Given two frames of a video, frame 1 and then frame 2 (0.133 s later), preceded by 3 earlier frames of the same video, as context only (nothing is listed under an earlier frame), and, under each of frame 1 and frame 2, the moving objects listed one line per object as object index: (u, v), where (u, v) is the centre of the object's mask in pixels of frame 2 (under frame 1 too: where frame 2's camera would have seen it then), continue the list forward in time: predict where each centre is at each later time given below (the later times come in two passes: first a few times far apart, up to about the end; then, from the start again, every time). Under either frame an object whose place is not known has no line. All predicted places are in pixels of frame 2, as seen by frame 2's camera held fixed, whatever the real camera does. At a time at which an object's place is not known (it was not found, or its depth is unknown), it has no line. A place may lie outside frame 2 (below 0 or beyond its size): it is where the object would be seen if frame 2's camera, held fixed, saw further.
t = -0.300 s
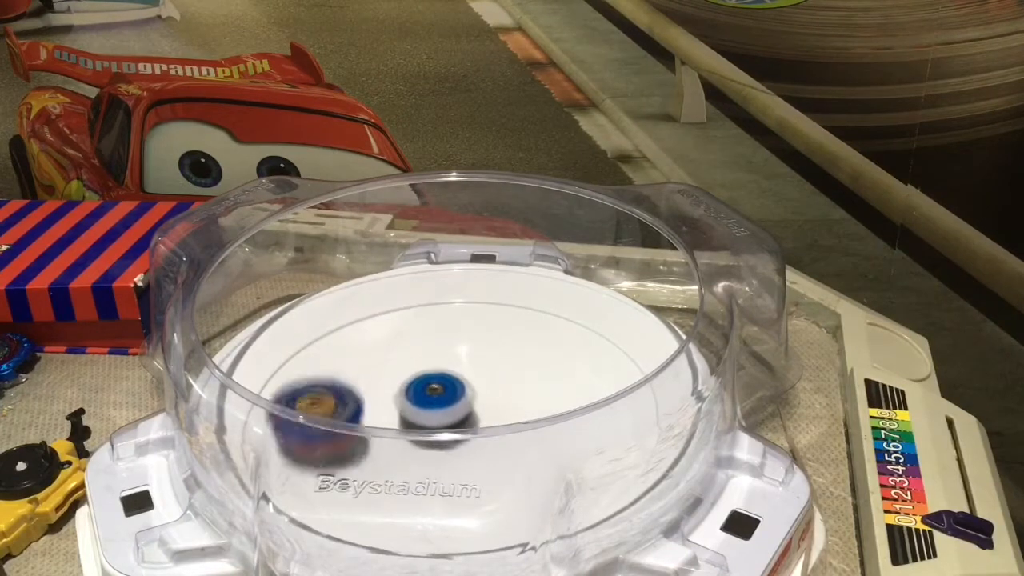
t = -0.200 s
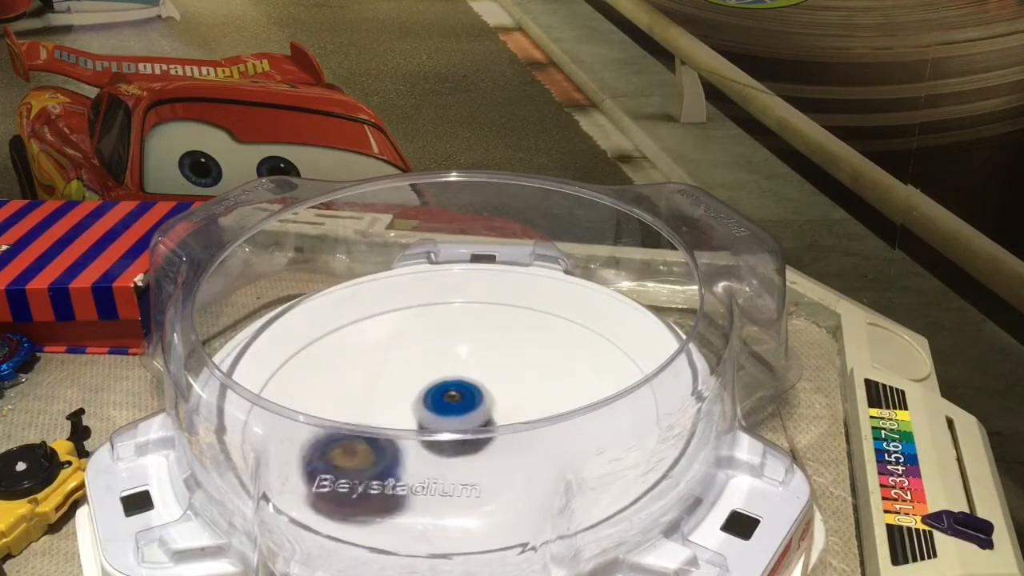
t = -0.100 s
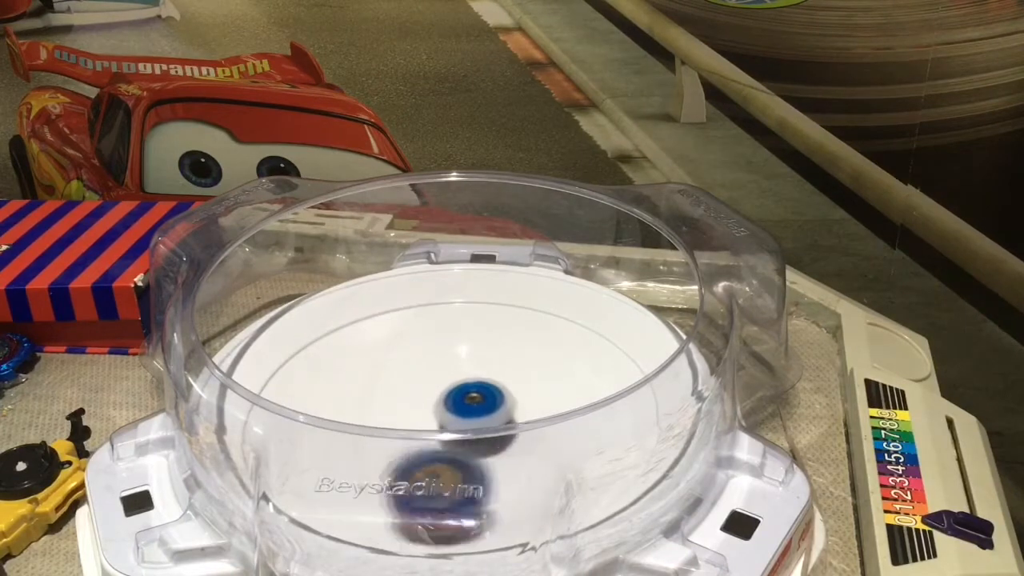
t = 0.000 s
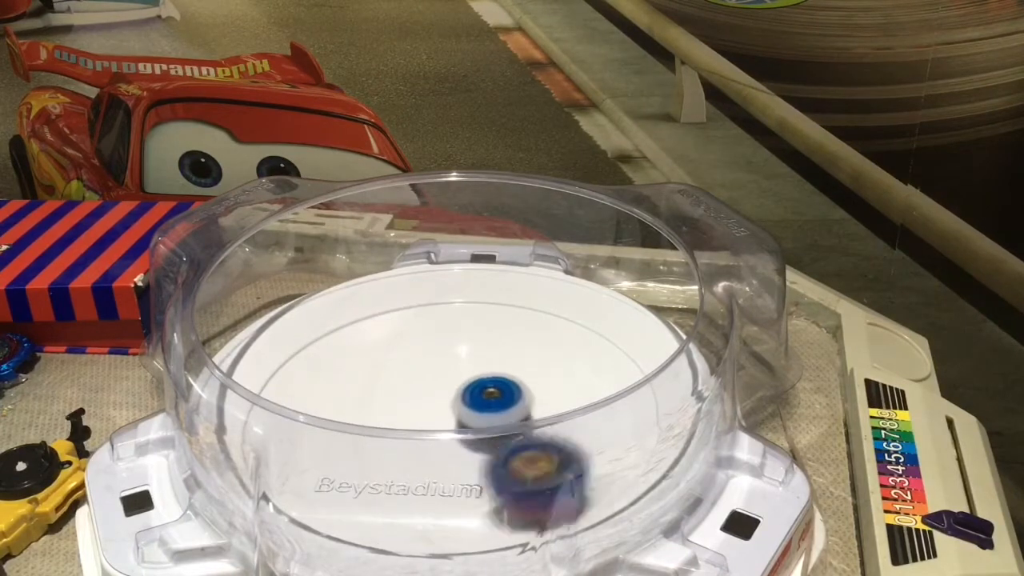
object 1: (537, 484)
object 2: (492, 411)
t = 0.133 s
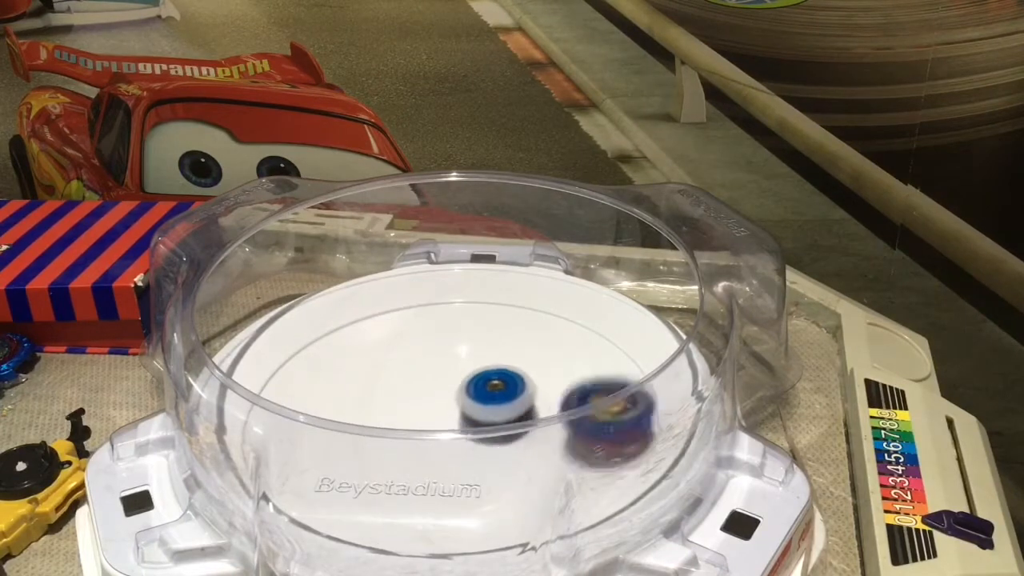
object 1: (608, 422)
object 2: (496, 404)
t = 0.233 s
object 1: (598, 364)
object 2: (487, 389)
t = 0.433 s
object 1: (476, 319)
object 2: (470, 400)
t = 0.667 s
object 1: (322, 377)
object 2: (469, 422)
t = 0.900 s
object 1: (382, 489)
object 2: (482, 425)
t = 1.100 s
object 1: (563, 465)
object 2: (480, 421)
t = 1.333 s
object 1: (575, 353)
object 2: (465, 423)
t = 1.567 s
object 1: (425, 324)
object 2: (459, 424)
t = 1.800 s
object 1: (318, 409)
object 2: (450, 424)
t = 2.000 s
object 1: (412, 488)
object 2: (455, 417)
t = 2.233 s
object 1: (588, 440)
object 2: (445, 418)
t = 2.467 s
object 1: (557, 344)
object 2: (457, 414)
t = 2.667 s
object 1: (422, 331)
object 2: (457, 414)
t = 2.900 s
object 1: (389, 484)
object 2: (463, 410)
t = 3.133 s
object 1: (557, 356)
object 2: (465, 414)
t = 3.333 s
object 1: (333, 381)
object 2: (465, 418)
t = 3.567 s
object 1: (567, 453)
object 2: (464, 419)
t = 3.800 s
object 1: (423, 336)
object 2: (462, 418)
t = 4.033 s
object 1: (446, 483)
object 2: (462, 407)
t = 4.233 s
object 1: (551, 363)
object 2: (461, 412)
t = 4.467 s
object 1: (349, 397)
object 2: (464, 415)
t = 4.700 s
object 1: (553, 432)
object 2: (467, 418)
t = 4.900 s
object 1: (449, 346)
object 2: (463, 420)
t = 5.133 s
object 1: (421, 473)
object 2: (466, 412)
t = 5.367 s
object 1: (543, 418)
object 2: (458, 414)
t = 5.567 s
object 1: (524, 372)
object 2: (450, 411)
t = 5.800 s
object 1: (461, 354)
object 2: (438, 418)
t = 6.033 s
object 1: (433, 364)
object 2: (442, 423)
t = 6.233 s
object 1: (440, 377)
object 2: (454, 434)
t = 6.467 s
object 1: (476, 377)
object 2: (458, 465)
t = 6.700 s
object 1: (488, 385)
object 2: (464, 472)
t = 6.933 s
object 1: (497, 389)
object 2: (454, 465)
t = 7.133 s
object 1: (494, 391)
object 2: (422, 440)
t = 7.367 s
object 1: (494, 392)
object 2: (409, 421)
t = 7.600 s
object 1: (498, 397)
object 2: (414, 395)
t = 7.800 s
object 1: (497, 413)
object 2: (433, 376)
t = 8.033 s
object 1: (484, 429)
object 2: (466, 375)
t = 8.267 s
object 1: (451, 431)
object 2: (490, 381)
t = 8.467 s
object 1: (420, 431)
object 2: (494, 394)
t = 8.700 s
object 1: (401, 423)
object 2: (491, 423)
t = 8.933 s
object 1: (397, 396)
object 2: (478, 432)
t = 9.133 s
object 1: (411, 380)
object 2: (467, 432)
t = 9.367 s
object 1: (448, 358)
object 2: (452, 425)
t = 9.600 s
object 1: (490, 367)
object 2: (446, 425)
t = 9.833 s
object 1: (529, 385)
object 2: (440, 424)
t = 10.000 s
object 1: (537, 413)
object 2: (446, 422)
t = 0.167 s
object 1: (611, 405)
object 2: (494, 402)
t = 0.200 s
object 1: (607, 388)
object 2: (491, 400)
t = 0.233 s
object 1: (598, 364)
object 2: (487, 389)
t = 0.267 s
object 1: (585, 358)
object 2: (483, 395)
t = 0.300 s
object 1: (568, 347)
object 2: (479, 395)
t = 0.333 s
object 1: (549, 335)
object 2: (475, 389)
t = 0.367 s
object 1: (526, 326)
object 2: (473, 397)
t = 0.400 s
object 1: (501, 321)
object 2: (471, 392)
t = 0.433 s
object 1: (476, 319)
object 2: (470, 400)
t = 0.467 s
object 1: (450, 321)
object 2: (468, 399)
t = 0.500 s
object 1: (424, 324)
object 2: (468, 410)
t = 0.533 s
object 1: (398, 331)
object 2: (466, 414)
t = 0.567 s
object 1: (375, 339)
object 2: (466, 416)
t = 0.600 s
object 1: (354, 349)
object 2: (466, 418)
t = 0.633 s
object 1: (336, 362)
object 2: (467, 420)
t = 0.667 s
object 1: (322, 377)
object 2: (469, 422)
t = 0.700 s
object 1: (313, 386)
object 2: (472, 423)
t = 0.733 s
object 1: (309, 414)
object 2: (475, 424)
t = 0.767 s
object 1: (312, 433)
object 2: (477, 425)
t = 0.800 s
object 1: (319, 452)
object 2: (479, 426)
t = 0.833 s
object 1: (334, 467)
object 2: (480, 426)
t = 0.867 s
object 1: (356, 479)
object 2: (482, 425)
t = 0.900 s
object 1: (382, 489)
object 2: (482, 425)
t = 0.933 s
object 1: (410, 495)
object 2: (482, 425)
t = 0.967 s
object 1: (445, 495)
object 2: (483, 421)
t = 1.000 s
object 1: (477, 495)
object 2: (482, 419)
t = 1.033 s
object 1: (509, 487)
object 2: (479, 418)
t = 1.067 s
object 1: (539, 477)
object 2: (478, 419)
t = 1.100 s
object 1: (563, 465)
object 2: (480, 421)
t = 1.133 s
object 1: (582, 453)
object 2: (480, 422)
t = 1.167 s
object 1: (594, 431)
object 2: (479, 423)
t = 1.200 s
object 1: (602, 415)
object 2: (476, 423)
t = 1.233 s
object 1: (602, 396)
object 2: (474, 424)
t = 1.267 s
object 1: (598, 381)
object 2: (471, 424)
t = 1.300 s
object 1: (588, 364)
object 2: (468, 424)
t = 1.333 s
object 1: (575, 353)
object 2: (465, 423)
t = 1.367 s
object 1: (559, 342)
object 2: (463, 423)
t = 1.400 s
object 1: (541, 333)
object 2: (461, 423)
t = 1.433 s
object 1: (519, 326)
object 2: (460, 423)
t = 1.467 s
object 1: (497, 322)
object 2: (459, 423)
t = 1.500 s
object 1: (473, 320)
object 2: (460, 423)
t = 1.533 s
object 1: (449, 315)
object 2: (459, 424)
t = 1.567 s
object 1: (425, 324)
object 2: (459, 424)
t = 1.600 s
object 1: (402, 330)
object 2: (459, 425)
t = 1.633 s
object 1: (378, 333)
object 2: (458, 426)
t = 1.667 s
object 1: (359, 343)
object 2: (456, 426)
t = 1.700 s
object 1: (344, 361)
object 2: (455, 426)
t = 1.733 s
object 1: (329, 372)
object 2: (453, 426)
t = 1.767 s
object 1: (323, 386)
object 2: (451, 425)
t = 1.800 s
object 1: (318, 409)
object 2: (450, 424)
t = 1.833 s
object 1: (321, 426)
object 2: (450, 423)
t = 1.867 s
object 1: (329, 443)
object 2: (450, 422)
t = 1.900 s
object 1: (341, 467)
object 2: (451, 421)
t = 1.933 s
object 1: (360, 475)
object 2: (452, 420)
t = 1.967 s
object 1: (384, 482)
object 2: (453, 419)
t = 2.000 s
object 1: (412, 488)
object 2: (455, 417)
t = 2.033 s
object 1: (440, 492)
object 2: (454, 416)
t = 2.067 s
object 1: (471, 491)
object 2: (450, 417)
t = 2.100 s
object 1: (501, 485)
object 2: (447, 419)
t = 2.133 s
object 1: (528, 478)
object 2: (447, 421)
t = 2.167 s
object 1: (553, 469)
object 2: (445, 421)
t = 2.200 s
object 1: (574, 457)
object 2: (444, 419)
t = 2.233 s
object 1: (588, 440)
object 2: (445, 418)
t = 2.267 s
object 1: (598, 423)
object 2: (446, 417)
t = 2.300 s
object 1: (603, 408)
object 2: (448, 416)
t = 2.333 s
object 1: (601, 391)
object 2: (450, 415)
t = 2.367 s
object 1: (596, 377)
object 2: (452, 415)
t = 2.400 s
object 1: (588, 359)
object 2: (454, 415)
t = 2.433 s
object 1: (572, 353)
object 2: (455, 414)
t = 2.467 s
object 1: (557, 344)
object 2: (457, 414)
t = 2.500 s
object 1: (538, 333)
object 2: (457, 414)
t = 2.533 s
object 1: (517, 327)
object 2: (457, 414)
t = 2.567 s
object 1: (493, 329)
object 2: (457, 414)
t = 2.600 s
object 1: (470, 323)
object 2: (457, 414)
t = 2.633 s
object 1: (446, 325)
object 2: (457, 414)
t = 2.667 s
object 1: (422, 331)
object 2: (457, 414)
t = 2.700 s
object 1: (399, 337)
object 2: (458, 413)
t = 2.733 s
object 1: (379, 345)
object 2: (458, 412)
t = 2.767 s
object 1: (345, 370)
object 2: (459, 411)
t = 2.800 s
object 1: (327, 404)
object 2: (461, 410)
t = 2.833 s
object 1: (327, 437)
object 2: (462, 410)
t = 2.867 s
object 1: (348, 466)
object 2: (463, 410)
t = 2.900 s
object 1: (389, 484)
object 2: (463, 410)
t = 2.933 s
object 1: (441, 491)
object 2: (462, 402)
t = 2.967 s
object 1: (497, 484)
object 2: (463, 402)
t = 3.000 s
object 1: (546, 468)
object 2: (465, 409)
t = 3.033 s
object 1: (575, 440)
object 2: (467, 411)
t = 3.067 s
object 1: (587, 409)
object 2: (466, 413)
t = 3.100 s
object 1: (580, 372)
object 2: (466, 414)
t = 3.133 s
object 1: (557, 356)
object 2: (465, 414)
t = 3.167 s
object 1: (523, 334)
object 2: (465, 414)
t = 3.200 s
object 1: (482, 327)
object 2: (466, 415)
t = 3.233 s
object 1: (437, 328)
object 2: (467, 416)
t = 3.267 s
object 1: (392, 338)
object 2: (466, 417)
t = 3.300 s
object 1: (357, 355)
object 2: (465, 418)
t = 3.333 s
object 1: (333, 381)
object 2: (465, 418)
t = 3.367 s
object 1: (328, 416)
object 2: (464, 419)
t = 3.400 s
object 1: (342, 447)
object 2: (464, 419)
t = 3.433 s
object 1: (374, 475)
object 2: (464, 419)
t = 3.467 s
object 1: (422, 485)
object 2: (466, 417)
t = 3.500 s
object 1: (476, 482)
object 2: (464, 412)
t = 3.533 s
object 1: (529, 471)
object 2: (463, 418)
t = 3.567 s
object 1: (567, 453)
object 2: (464, 419)
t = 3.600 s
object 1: (585, 419)
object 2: (464, 419)
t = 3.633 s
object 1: (586, 390)
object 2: (464, 419)
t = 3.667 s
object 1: (571, 365)
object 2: (463, 419)
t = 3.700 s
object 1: (544, 340)
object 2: (463, 418)
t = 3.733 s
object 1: (507, 330)
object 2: (462, 418)
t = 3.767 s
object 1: (465, 329)
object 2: (462, 418)
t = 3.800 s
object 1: (423, 336)
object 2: (462, 418)
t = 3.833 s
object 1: (385, 352)
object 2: (462, 417)
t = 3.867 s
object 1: (356, 374)
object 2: (461, 416)
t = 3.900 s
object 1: (342, 394)
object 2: (462, 416)
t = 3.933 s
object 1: (344, 434)
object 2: (462, 415)
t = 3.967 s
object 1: (364, 468)
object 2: (461, 415)
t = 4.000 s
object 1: (400, 478)
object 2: (462, 413)
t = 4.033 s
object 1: (446, 483)
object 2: (462, 407)
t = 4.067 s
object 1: (494, 479)
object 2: (460, 404)
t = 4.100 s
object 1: (538, 466)
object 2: (460, 412)
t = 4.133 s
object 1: (564, 439)
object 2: (461, 412)
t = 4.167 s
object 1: (572, 410)
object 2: (461, 412)
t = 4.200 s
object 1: (569, 388)
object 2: (461, 412)
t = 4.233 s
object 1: (551, 363)
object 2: (461, 412)
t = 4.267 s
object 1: (522, 349)
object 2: (461, 413)
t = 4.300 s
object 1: (485, 342)
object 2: (462, 413)
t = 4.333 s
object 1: (446, 342)
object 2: (462, 413)
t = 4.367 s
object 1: (410, 347)
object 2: (462, 414)
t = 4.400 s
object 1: (379, 360)
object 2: (463, 414)
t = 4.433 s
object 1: (357, 382)
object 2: (463, 415)
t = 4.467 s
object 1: (349, 397)
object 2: (464, 415)
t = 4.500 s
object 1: (354, 435)
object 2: (464, 416)
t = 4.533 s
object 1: (377, 457)
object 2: (465, 416)
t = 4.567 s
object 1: (409, 475)
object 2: (468, 414)
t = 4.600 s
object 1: (452, 476)
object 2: (468, 408)
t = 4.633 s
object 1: (495, 472)
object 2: (465, 405)
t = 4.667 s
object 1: (533, 460)
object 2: (464, 416)
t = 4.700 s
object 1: (553, 432)
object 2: (467, 418)
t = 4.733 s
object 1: (561, 406)
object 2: (466, 418)
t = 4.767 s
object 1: (556, 386)
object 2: (466, 418)
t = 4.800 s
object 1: (540, 361)
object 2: (465, 418)
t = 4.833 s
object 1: (515, 350)
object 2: (464, 419)
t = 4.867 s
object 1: (483, 344)
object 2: (464, 419)
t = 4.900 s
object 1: (449, 346)
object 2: (463, 420)
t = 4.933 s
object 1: (417, 355)
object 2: (463, 420)
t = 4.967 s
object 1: (392, 370)
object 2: (463, 420)
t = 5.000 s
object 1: (376, 390)
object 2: (462, 419)
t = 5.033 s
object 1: (369, 413)
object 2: (462, 419)
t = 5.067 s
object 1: (375, 434)
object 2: (462, 419)
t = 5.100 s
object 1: (393, 451)
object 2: (464, 417)
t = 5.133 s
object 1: (421, 473)
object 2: (466, 412)
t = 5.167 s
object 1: (454, 470)
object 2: (459, 404)
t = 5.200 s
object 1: (489, 471)
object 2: (457, 403)
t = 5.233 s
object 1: (519, 462)
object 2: (456, 413)
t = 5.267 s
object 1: (528, 447)
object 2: (456, 414)
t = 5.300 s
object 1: (535, 438)
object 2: (457, 414)
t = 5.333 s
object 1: (540, 427)
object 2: (458, 414)
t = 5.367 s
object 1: (543, 418)
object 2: (458, 414)
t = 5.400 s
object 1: (546, 408)
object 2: (456, 413)
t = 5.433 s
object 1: (547, 399)
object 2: (453, 412)
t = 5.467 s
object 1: (546, 391)
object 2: (452, 411)
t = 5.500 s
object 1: (540, 382)
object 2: (451, 411)
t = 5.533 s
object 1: (533, 377)
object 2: (451, 411)
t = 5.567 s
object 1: (524, 372)
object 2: (450, 411)
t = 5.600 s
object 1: (515, 367)
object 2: (450, 411)
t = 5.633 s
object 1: (506, 362)
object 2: (446, 412)
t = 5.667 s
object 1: (498, 359)
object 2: (443, 413)
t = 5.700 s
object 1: (489, 356)
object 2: (441, 414)
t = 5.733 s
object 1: (478, 355)
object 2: (441, 414)
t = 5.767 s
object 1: (470, 354)
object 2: (440, 416)
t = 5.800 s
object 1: (461, 354)
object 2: (438, 418)
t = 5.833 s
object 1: (452, 352)
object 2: (437, 420)
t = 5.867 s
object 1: (445, 354)
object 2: (438, 421)
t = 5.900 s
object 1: (440, 356)
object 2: (438, 425)
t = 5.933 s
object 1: (437, 359)
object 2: (439, 426)
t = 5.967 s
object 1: (434, 360)
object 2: (439, 417)
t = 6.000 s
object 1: (433, 362)
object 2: (442, 432)
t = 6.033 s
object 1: (433, 364)
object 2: (442, 423)
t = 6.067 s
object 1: (432, 366)
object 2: (444, 423)
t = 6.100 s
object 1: (433, 369)
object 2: (445, 425)
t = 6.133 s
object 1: (433, 371)
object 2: (448, 429)
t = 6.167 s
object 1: (436, 373)
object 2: (451, 432)
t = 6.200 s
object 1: (438, 375)
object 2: (453, 433)
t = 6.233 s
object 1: (440, 377)
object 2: (454, 434)
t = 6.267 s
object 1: (442, 378)
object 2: (456, 435)
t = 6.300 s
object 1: (447, 380)
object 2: (458, 437)
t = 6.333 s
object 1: (453, 383)
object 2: (460, 439)
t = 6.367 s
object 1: (457, 382)
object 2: (462, 439)
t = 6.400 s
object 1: (462, 384)
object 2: (463, 441)
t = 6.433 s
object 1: (470, 384)
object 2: (461, 451)
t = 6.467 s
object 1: (476, 377)
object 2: (458, 465)
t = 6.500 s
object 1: (480, 376)
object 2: (458, 467)
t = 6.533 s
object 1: (483, 376)
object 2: (460, 478)
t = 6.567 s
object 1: (485, 377)
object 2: (461, 478)
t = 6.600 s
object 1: (487, 378)
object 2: (461, 478)
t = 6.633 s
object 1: (487, 381)
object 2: (462, 477)
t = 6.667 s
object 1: (488, 383)
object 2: (462, 474)
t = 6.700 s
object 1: (488, 385)
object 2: (464, 472)
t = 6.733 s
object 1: (487, 388)
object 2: (464, 468)
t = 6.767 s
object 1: (487, 390)
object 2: (467, 465)
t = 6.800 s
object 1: (490, 391)
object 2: (467, 465)
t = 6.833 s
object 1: (493, 390)
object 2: (464, 466)
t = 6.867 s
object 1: (494, 388)
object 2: (461, 466)
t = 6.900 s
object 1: (496, 387)
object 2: (458, 465)
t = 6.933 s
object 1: (497, 389)
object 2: (454, 465)
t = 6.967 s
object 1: (495, 389)
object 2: (450, 464)
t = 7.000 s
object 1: (494, 390)
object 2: (446, 456)
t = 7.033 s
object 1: (492, 390)
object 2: (442, 454)
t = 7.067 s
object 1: (492, 391)
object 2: (433, 440)
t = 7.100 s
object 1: (494, 390)
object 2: (425, 440)
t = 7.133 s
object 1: (494, 391)
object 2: (422, 440)
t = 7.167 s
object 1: (494, 391)
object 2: (419, 431)
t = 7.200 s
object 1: (492, 391)
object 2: (418, 430)
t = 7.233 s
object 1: (491, 391)
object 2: (415, 423)
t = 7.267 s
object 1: (492, 391)
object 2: (412, 420)
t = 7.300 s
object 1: (494, 391)
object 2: (410, 412)
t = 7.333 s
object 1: (494, 392)
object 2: (410, 424)
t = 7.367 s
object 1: (494, 392)
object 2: (409, 421)
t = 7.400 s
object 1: (494, 393)
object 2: (410, 418)
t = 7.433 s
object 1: (495, 394)
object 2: (408, 414)
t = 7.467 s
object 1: (496, 394)
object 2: (408, 402)
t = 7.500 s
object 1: (497, 395)
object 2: (410, 400)
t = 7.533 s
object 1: (497, 396)
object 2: (411, 399)
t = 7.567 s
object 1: (497, 396)
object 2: (413, 397)
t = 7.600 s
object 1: (498, 397)
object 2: (414, 395)
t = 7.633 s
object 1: (499, 398)
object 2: (417, 388)
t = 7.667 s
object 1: (499, 399)
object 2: (419, 385)
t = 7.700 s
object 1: (497, 400)
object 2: (422, 383)
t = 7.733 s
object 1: (496, 401)
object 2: (426, 381)
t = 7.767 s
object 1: (495, 403)
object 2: (429, 378)
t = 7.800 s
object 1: (497, 413)
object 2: (433, 376)
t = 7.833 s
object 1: (497, 417)
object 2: (437, 375)
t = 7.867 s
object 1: (496, 420)
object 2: (441, 375)
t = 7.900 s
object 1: (494, 422)
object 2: (445, 374)
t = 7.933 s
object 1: (493, 425)
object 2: (450, 374)
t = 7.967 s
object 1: (490, 428)
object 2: (456, 373)
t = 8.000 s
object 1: (487, 429)
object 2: (461, 373)
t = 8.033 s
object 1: (484, 429)
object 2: (466, 375)
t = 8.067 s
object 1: (482, 430)
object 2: (471, 375)
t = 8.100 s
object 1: (477, 430)
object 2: (476, 375)
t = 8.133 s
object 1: (472, 431)
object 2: (482, 375)
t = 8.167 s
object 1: (466, 430)
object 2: (484, 375)
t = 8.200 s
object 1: (458, 433)
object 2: (487, 377)
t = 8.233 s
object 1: (456, 430)
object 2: (489, 379)
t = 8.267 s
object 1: (451, 431)
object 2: (490, 381)
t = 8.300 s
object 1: (446, 430)
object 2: (491, 383)
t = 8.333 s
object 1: (440, 433)
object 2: (492, 386)
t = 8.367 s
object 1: (434, 433)
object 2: (494, 388)
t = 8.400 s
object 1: (427, 431)
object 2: (494, 391)
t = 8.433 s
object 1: (422, 433)
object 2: (494, 392)
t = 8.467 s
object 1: (420, 431)
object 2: (494, 394)
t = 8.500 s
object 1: (417, 430)
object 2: (494, 397)
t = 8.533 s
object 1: (414, 430)
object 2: (494, 399)
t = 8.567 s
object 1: (412, 428)
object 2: (493, 401)
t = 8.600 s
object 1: (409, 425)
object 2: (494, 403)
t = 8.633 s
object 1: (404, 422)
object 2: (494, 405)
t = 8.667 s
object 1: (401, 420)
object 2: (493, 420)
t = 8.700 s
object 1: (401, 423)
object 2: (491, 423)
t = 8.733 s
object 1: (399, 421)
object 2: (490, 426)
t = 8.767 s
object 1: (397, 417)
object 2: (488, 428)
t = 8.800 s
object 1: (394, 413)
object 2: (486, 430)
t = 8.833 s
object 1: (395, 410)
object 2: (484, 431)
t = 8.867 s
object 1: (396, 400)
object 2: (482, 432)
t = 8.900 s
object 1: (397, 405)
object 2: (479, 432)
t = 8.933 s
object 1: (397, 396)
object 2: (478, 432)
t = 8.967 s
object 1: (399, 393)
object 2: (477, 432)
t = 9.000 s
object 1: (400, 391)
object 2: (475, 432)
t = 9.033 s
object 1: (403, 389)
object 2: (473, 432)
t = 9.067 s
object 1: (405, 386)
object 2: (471, 432)
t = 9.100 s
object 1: (409, 383)
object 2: (469, 432)
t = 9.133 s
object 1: (411, 380)
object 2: (467, 432)
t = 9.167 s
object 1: (416, 376)
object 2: (465, 431)
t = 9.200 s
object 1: (419, 373)
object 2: (463, 430)
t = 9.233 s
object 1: (426, 367)
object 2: (461, 430)
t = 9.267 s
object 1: (428, 366)
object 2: (459, 430)
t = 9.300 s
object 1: (436, 363)
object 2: (457, 429)
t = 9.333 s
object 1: (440, 360)
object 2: (455, 427)
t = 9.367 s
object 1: (448, 358)
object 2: (452, 425)
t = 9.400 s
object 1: (453, 358)
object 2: (449, 428)
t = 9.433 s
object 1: (460, 358)
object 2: (447, 430)
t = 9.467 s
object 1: (468, 359)
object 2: (446, 430)
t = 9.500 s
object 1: (473, 360)
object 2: (446, 428)
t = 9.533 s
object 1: (479, 361)
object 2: (446, 427)
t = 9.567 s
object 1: (484, 364)
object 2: (447, 425)
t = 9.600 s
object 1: (490, 367)
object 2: (446, 425)
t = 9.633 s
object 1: (497, 370)
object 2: (445, 426)
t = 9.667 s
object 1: (504, 373)
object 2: (443, 425)
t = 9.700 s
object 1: (507, 370)
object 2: (443, 425)
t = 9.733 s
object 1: (514, 379)
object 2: (444, 424)
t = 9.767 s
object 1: (517, 381)
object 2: (444, 424)
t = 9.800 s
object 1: (523, 383)
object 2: (441, 424)
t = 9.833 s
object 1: (529, 385)
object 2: (440, 424)
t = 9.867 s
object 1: (533, 393)
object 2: (441, 424)
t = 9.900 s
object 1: (536, 396)
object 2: (442, 423)
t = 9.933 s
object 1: (536, 402)
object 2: (444, 423)
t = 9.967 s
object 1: (537, 407)
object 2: (446, 422)
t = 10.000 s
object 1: (537, 413)
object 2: (446, 422)
